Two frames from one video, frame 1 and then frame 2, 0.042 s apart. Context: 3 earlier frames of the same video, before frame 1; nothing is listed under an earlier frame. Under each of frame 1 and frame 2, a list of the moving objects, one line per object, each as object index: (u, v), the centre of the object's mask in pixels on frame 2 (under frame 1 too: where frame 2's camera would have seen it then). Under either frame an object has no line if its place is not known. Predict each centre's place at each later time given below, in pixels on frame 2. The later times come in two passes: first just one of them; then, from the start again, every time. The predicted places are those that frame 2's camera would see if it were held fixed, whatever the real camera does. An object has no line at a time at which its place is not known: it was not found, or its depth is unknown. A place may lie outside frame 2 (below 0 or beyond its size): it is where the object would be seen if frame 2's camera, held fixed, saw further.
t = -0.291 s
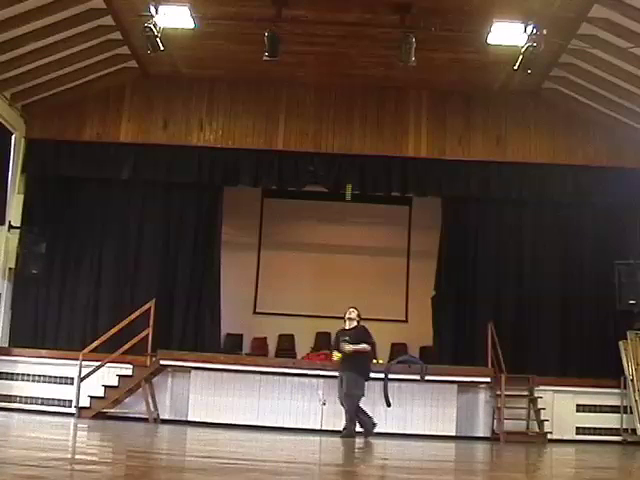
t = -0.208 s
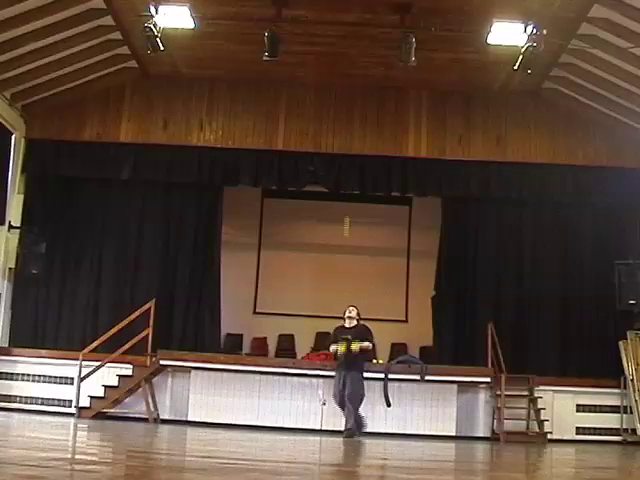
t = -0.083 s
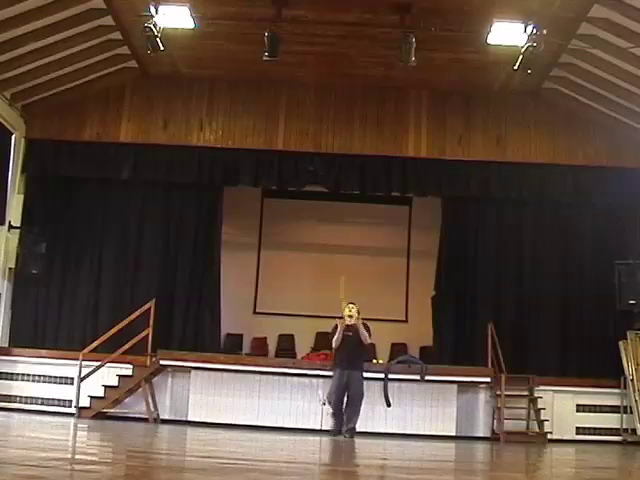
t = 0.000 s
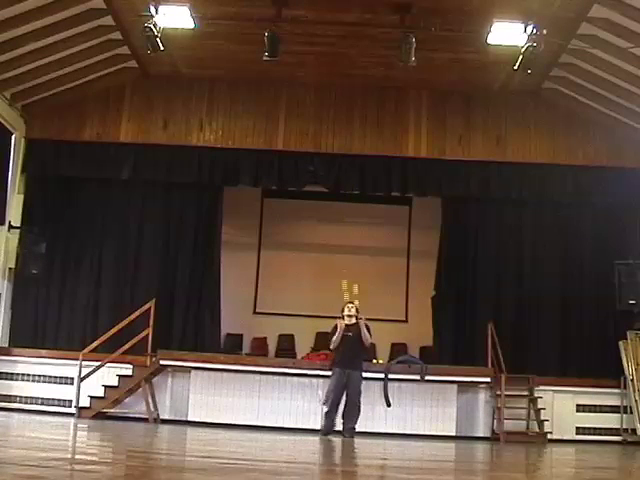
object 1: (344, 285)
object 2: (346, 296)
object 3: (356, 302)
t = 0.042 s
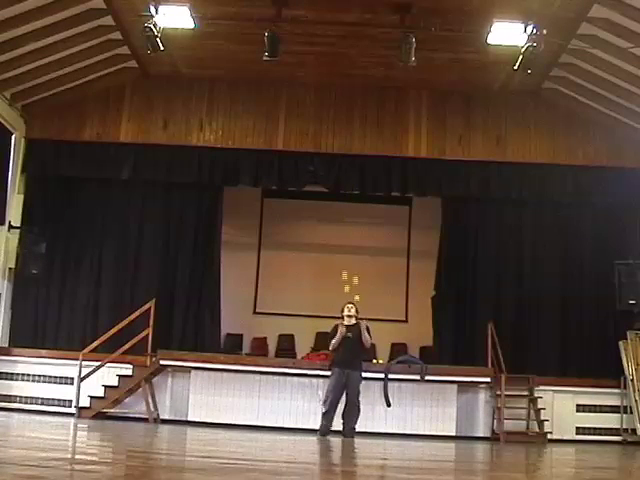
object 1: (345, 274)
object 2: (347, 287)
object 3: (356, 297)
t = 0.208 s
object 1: (345, 249)
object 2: (349, 270)
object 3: (357, 288)
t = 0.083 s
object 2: (347, 282)
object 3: (356, 293)
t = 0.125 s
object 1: (345, 259)
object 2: (348, 276)
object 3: (357, 291)
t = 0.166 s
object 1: (345, 253)
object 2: (348, 273)
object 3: (357, 289)
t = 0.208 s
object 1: (345, 249)
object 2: (349, 270)
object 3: (357, 288)
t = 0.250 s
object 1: (345, 246)
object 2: (349, 270)
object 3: (357, 290)
